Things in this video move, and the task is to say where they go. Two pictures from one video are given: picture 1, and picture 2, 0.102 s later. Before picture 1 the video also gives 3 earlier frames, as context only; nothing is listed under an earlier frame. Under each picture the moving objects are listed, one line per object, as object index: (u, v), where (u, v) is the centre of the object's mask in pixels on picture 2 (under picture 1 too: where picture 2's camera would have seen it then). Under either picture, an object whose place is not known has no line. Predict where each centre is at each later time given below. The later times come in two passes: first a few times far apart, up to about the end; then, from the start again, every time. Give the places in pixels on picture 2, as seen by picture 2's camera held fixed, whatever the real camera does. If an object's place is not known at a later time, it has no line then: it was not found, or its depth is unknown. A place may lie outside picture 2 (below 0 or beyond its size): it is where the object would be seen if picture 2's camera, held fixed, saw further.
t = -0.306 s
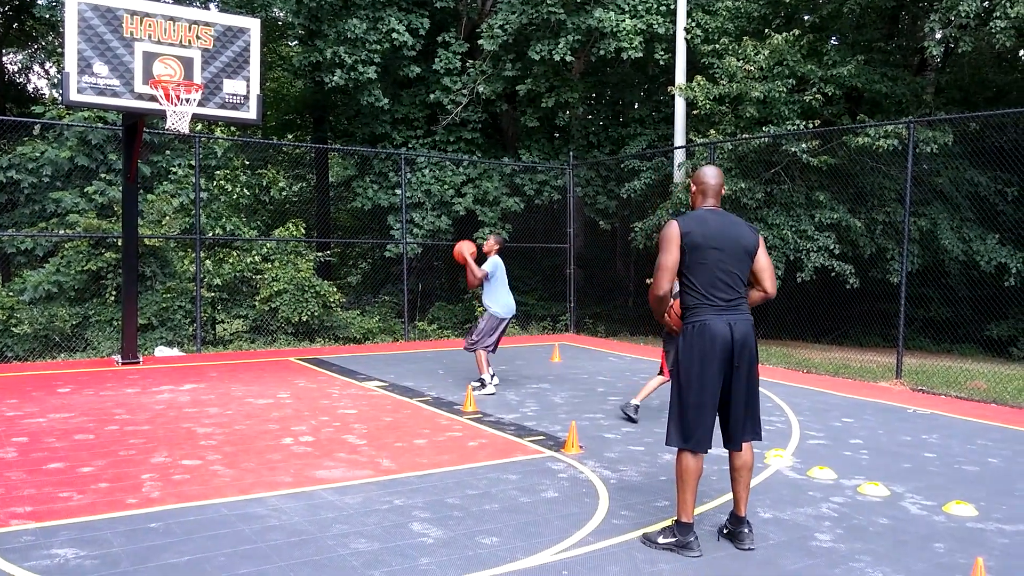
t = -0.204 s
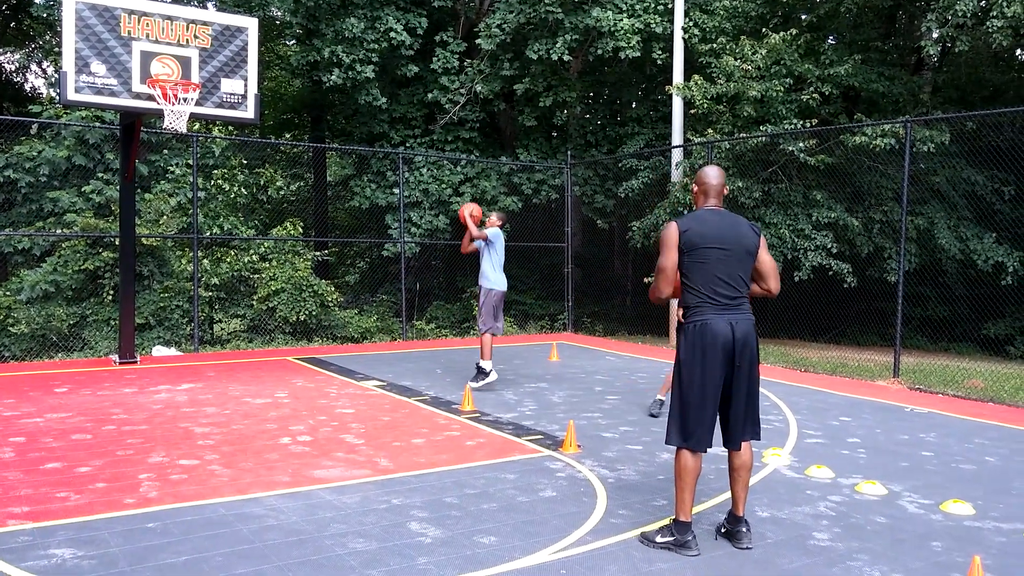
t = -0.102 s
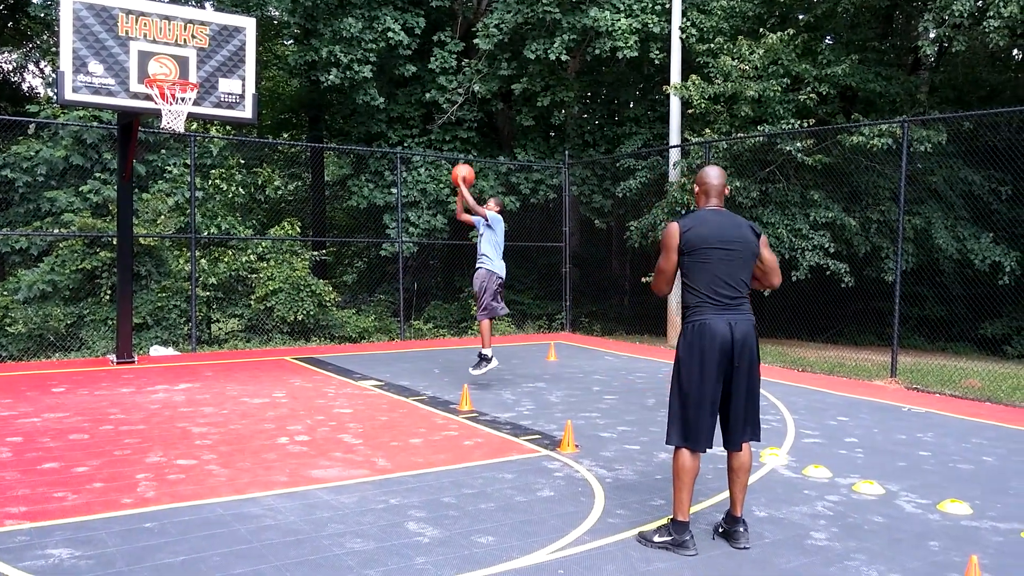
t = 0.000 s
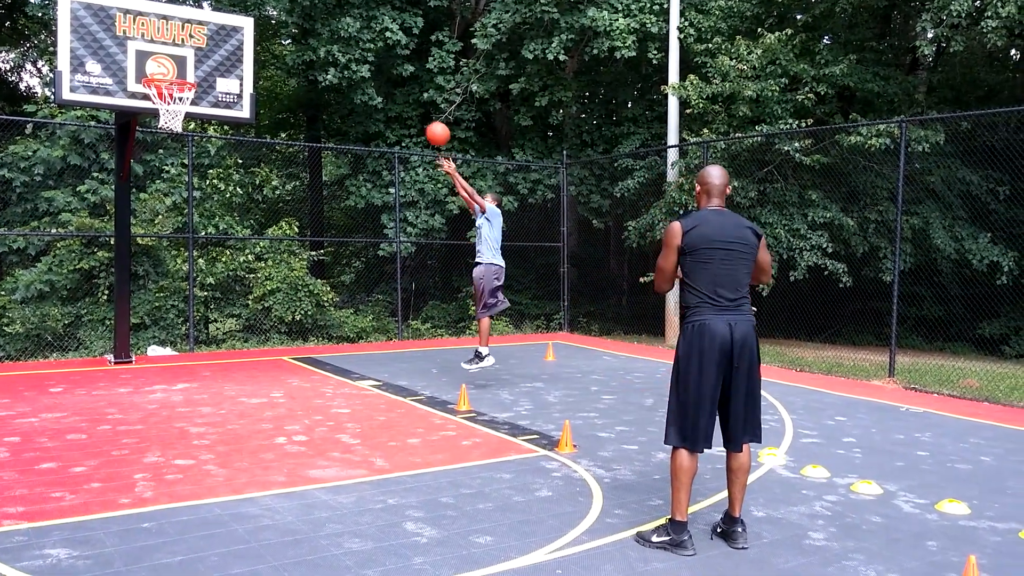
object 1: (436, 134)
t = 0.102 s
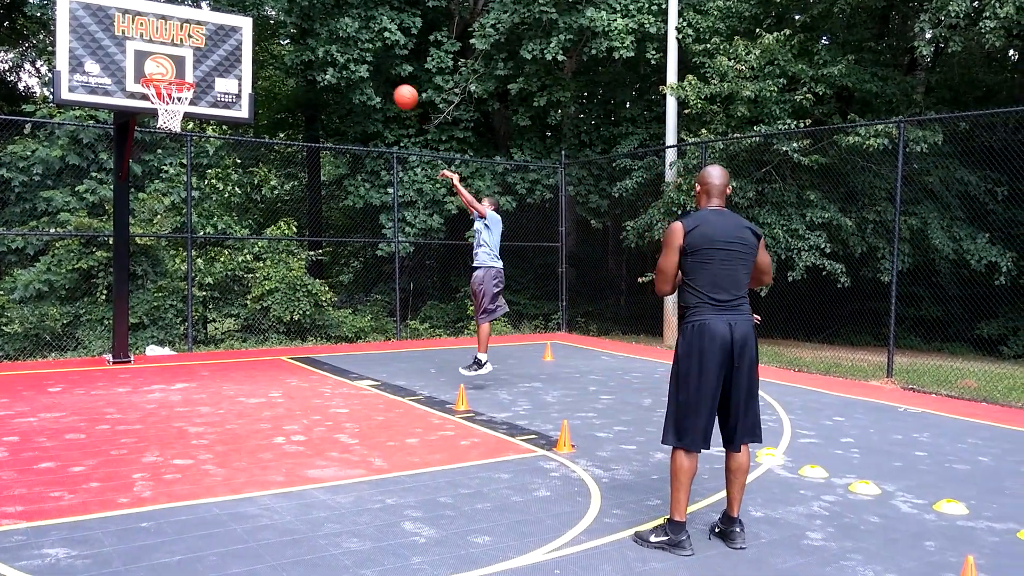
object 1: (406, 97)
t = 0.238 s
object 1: (364, 61)
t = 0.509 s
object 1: (276, 42)
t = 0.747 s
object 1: (208, 81)
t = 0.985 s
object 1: (298, 116)
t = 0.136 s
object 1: (395, 87)
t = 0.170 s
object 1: (385, 77)
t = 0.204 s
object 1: (374, 69)
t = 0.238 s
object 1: (364, 61)
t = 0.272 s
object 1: (353, 55)
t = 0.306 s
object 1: (342, 50)
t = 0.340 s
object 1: (331, 46)
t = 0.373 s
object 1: (320, 43)
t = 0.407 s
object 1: (309, 41)
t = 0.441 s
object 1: (298, 40)
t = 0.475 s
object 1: (287, 41)
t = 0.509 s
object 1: (276, 42)
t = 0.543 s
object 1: (265, 45)
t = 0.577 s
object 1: (254, 48)
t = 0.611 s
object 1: (242, 54)
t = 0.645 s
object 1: (230, 59)
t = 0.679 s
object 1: (219, 67)
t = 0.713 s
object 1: (208, 76)
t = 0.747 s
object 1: (208, 81)
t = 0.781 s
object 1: (221, 82)
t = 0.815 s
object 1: (234, 85)
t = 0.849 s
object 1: (248, 90)
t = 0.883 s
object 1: (261, 95)
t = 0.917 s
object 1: (272, 101)
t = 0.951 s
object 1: (285, 108)
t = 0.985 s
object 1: (298, 116)
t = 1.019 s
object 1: (309, 126)
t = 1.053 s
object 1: (323, 137)
